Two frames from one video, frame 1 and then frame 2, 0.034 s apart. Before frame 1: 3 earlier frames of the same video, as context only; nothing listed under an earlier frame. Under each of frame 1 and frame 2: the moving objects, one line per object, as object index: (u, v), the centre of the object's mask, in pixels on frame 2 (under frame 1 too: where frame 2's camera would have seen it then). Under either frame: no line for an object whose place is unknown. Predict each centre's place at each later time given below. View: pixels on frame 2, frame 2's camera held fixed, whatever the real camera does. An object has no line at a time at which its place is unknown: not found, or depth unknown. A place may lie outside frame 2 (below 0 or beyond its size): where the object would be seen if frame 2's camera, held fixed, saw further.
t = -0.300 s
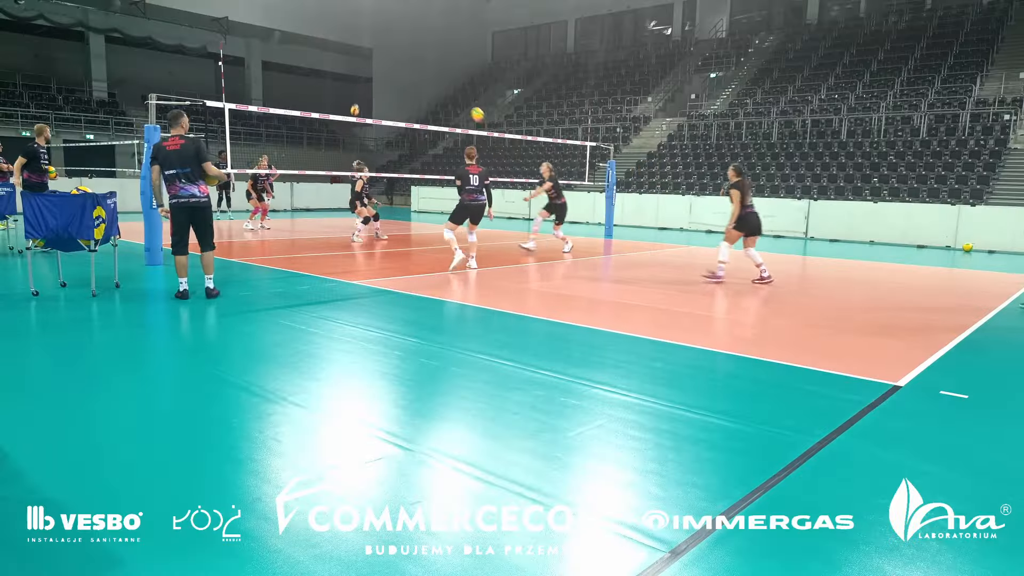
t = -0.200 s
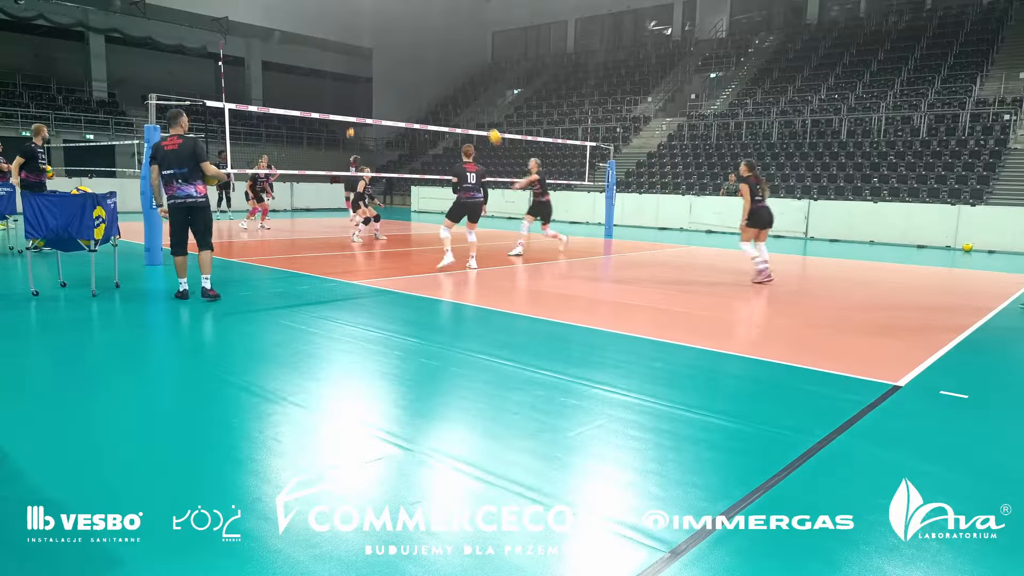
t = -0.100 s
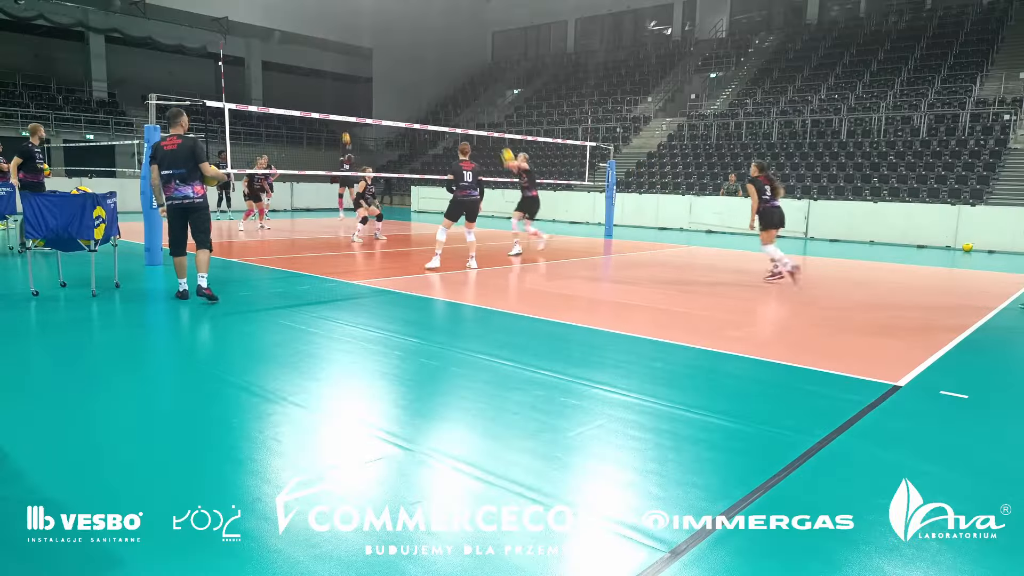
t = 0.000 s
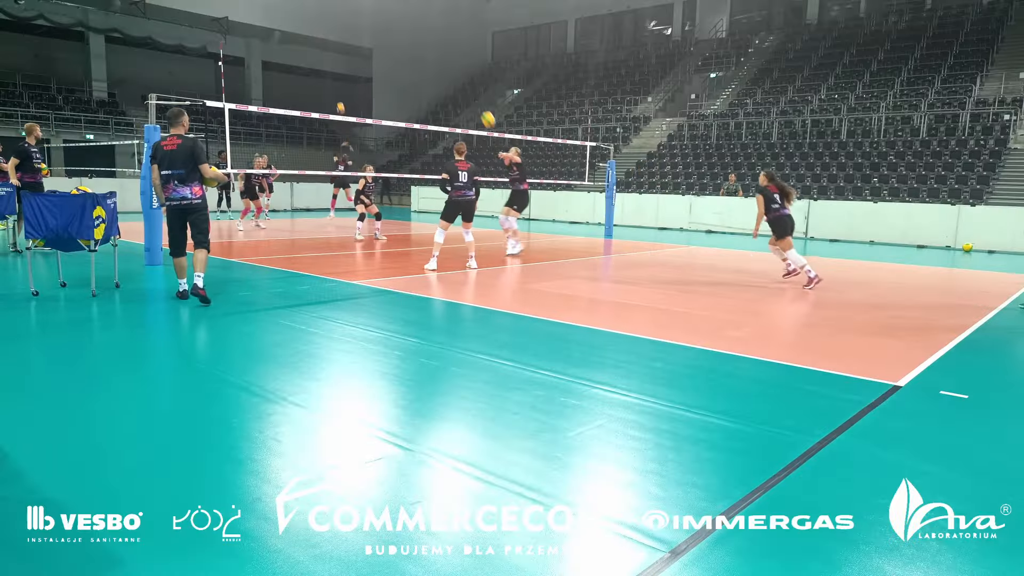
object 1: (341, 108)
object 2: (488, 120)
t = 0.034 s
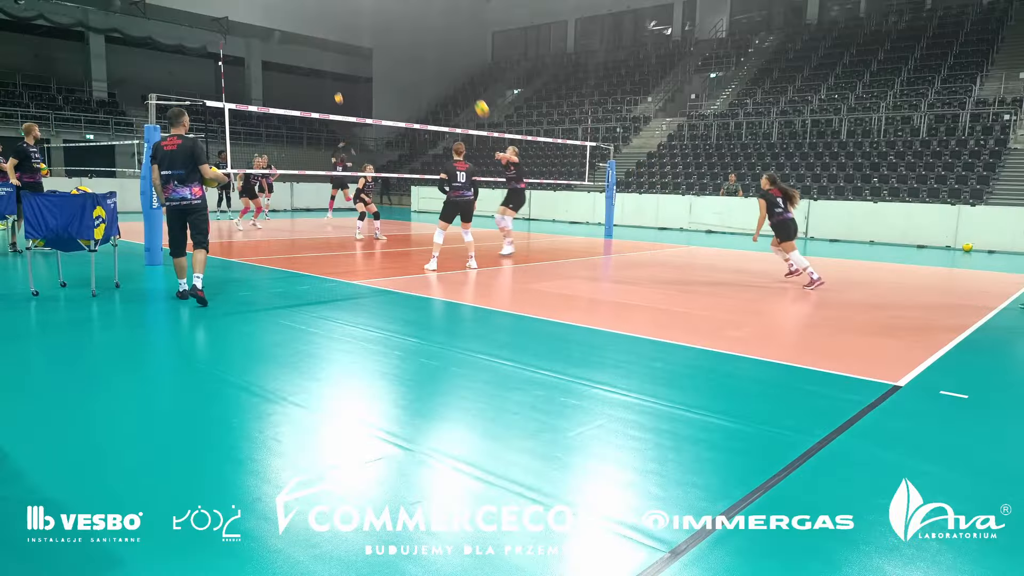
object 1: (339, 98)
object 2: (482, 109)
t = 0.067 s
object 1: (336, 89)
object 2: (475, 98)
